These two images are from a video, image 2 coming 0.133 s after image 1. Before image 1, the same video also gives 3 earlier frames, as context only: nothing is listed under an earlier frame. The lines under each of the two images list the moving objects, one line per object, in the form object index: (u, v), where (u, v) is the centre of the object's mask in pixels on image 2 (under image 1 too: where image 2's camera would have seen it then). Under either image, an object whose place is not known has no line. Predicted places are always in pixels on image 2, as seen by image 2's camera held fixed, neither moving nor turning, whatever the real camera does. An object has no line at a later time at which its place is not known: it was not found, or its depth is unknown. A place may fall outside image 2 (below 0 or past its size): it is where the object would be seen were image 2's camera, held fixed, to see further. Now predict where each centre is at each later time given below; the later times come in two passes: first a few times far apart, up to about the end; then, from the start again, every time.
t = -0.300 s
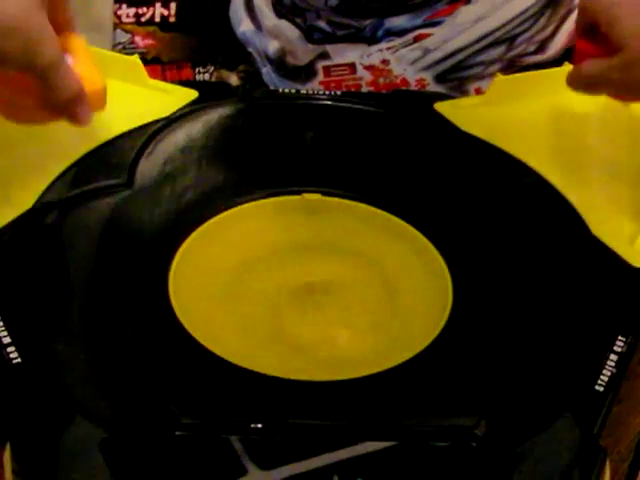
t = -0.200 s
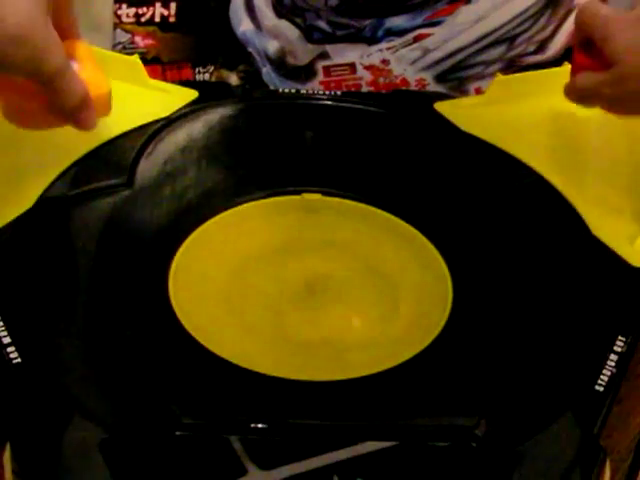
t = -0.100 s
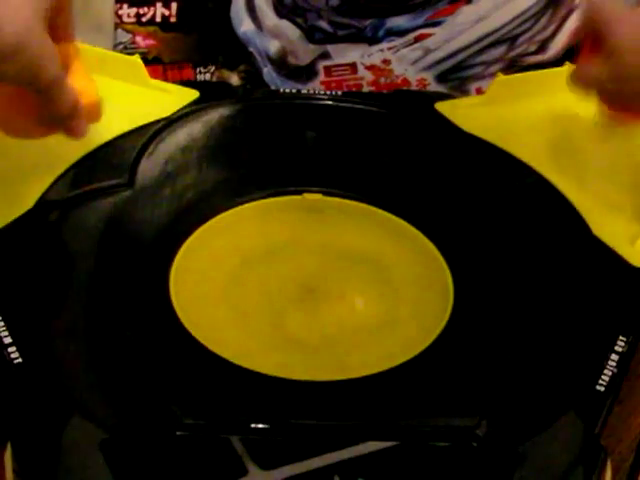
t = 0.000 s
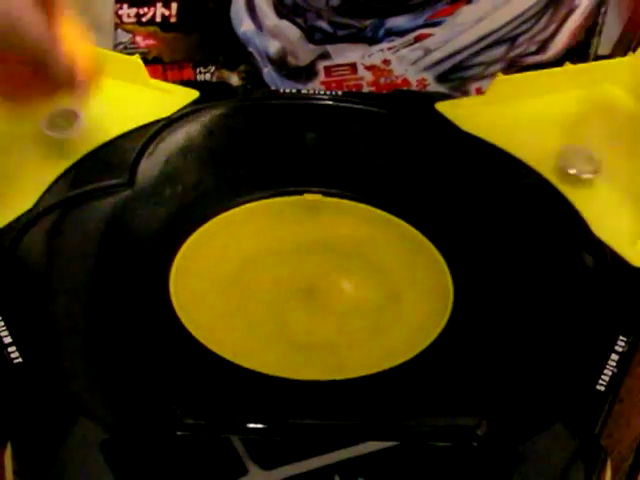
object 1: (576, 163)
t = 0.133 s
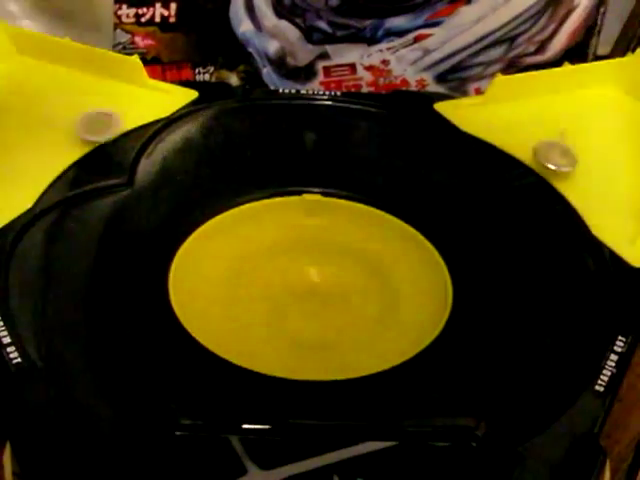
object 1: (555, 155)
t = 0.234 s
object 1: (549, 147)
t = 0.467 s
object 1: (541, 134)
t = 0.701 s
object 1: (531, 129)
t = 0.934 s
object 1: (508, 128)
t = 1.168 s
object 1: (442, 144)
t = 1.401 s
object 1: (344, 162)
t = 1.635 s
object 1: (238, 200)
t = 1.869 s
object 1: (190, 305)
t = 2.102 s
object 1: (334, 357)
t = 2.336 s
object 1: (446, 272)
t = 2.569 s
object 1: (331, 189)
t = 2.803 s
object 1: (246, 240)
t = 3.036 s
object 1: (369, 108)
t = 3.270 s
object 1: (386, 116)
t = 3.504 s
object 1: (340, 155)
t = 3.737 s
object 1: (314, 171)
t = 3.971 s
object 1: (222, 212)
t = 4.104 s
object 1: (176, 266)
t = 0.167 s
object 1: (552, 152)
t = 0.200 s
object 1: (550, 149)
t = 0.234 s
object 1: (549, 147)
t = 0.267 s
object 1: (548, 144)
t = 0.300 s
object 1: (547, 141)
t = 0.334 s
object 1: (546, 140)
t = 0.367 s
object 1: (545, 137)
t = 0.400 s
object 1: (543, 136)
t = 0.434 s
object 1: (542, 135)
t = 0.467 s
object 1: (541, 134)
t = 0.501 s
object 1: (540, 133)
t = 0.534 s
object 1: (539, 132)
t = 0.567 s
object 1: (537, 131)
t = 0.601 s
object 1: (536, 130)
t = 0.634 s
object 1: (535, 130)
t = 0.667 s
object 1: (533, 130)
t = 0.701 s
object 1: (531, 129)
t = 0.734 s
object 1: (528, 128)
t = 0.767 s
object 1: (526, 128)
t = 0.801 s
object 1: (523, 128)
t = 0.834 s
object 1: (519, 128)
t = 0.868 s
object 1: (516, 128)
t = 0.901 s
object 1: (512, 128)
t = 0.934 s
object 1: (508, 128)
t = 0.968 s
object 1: (504, 129)
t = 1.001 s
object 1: (500, 129)
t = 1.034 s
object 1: (492, 132)
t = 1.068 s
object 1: (479, 135)
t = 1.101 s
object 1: (467, 140)
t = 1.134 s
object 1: (455, 143)
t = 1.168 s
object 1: (442, 144)
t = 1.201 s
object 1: (424, 145)
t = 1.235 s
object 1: (414, 148)
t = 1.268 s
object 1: (399, 151)
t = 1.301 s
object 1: (386, 154)
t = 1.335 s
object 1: (371, 157)
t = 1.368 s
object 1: (357, 159)
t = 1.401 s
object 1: (344, 162)
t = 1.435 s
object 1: (331, 165)
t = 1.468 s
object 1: (318, 167)
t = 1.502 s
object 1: (304, 171)
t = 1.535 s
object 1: (291, 174)
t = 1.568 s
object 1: (276, 183)
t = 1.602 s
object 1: (259, 193)
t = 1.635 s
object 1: (238, 200)
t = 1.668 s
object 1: (216, 208)
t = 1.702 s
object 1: (198, 218)
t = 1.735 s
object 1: (186, 233)
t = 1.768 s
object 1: (180, 253)
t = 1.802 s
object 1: (177, 272)
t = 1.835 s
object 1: (183, 289)
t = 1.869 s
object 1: (190, 305)
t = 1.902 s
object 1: (203, 317)
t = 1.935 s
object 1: (216, 329)
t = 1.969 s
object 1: (235, 341)
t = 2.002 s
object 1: (254, 348)
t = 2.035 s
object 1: (281, 354)
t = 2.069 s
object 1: (306, 357)
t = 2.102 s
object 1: (334, 357)
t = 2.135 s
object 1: (360, 354)
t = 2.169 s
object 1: (383, 345)
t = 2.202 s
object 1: (406, 334)
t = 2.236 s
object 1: (424, 323)
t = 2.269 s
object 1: (437, 308)
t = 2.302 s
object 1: (444, 289)
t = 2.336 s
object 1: (446, 272)
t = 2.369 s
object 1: (441, 254)
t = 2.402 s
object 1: (431, 238)
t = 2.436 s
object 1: (416, 224)
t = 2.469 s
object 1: (398, 212)
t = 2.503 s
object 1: (378, 201)
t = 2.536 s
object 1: (357, 194)
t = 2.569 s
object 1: (331, 189)
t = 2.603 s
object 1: (317, 195)
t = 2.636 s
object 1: (307, 204)
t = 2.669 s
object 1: (296, 214)
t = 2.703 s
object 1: (282, 221)
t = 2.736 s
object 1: (267, 227)
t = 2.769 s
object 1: (256, 234)
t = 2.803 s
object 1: (246, 240)
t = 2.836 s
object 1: (241, 244)
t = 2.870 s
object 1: (261, 201)
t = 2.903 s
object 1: (285, 168)
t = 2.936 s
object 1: (311, 147)
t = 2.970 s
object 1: (333, 144)
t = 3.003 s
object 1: (354, 119)
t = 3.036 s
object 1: (369, 108)
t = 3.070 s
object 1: (378, 100)
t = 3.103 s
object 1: (385, 95)
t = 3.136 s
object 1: (389, 99)
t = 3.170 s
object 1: (391, 102)
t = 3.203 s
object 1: (392, 105)
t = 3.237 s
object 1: (390, 111)
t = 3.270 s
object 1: (386, 116)
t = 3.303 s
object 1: (380, 122)
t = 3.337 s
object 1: (372, 129)
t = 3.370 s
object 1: (364, 136)
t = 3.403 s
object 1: (357, 141)
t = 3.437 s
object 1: (350, 147)
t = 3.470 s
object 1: (344, 151)
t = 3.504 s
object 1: (340, 155)
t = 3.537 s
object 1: (336, 157)
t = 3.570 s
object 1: (332, 158)
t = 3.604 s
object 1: (329, 161)
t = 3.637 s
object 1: (326, 163)
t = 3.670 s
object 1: (322, 165)
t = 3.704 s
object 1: (318, 167)
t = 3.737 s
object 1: (314, 171)
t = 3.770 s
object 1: (309, 176)
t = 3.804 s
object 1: (302, 182)
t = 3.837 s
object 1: (293, 189)
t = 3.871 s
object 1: (279, 194)
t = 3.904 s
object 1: (260, 199)
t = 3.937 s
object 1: (240, 204)
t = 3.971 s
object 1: (222, 212)
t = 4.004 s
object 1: (204, 223)
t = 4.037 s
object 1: (191, 236)
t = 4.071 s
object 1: (181, 251)
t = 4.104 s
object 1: (176, 266)
